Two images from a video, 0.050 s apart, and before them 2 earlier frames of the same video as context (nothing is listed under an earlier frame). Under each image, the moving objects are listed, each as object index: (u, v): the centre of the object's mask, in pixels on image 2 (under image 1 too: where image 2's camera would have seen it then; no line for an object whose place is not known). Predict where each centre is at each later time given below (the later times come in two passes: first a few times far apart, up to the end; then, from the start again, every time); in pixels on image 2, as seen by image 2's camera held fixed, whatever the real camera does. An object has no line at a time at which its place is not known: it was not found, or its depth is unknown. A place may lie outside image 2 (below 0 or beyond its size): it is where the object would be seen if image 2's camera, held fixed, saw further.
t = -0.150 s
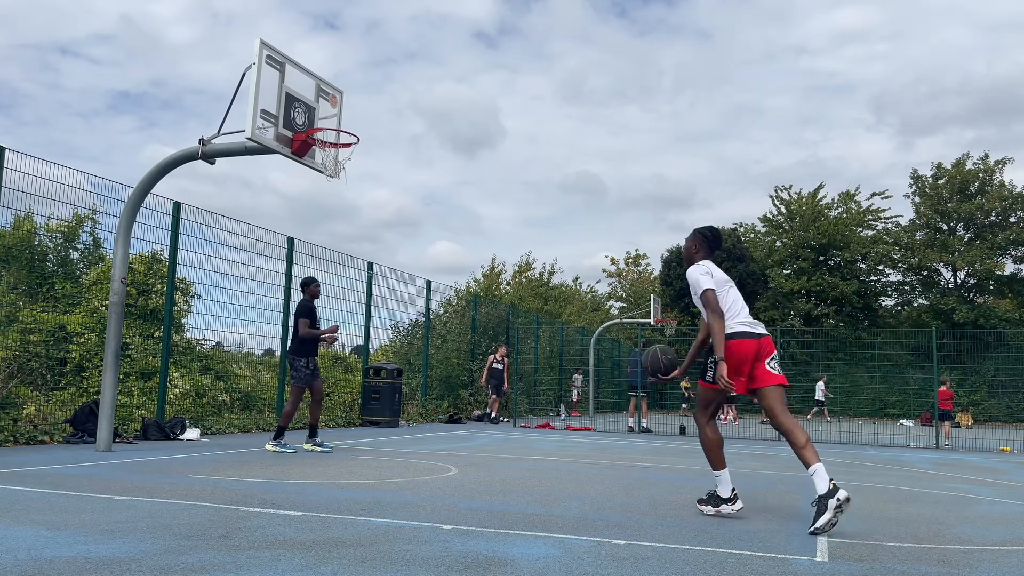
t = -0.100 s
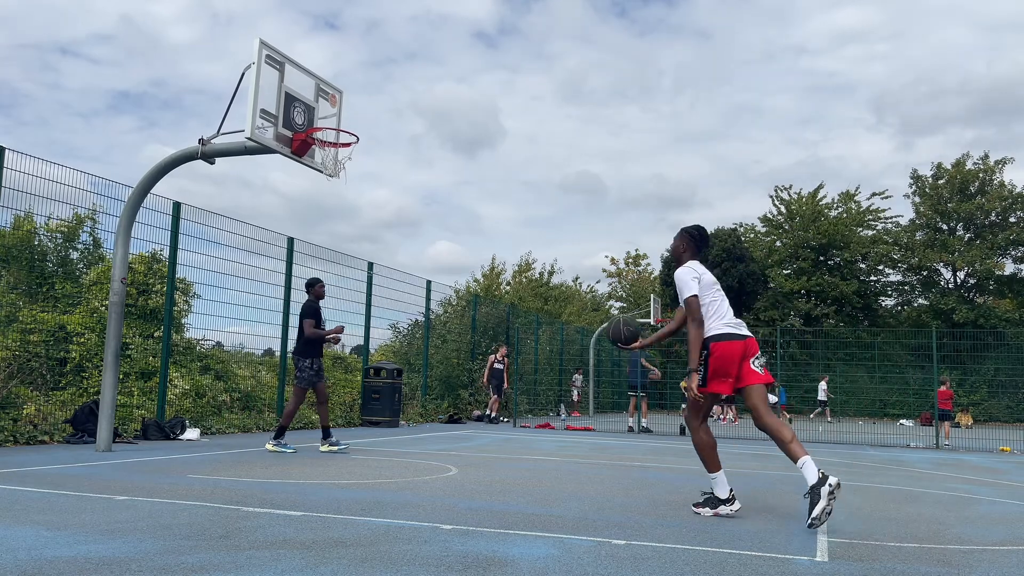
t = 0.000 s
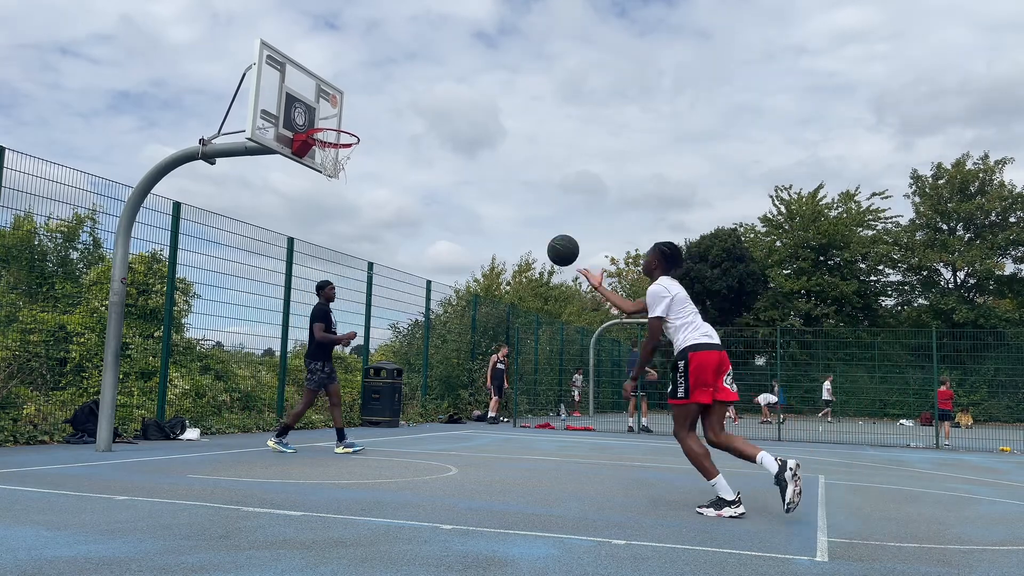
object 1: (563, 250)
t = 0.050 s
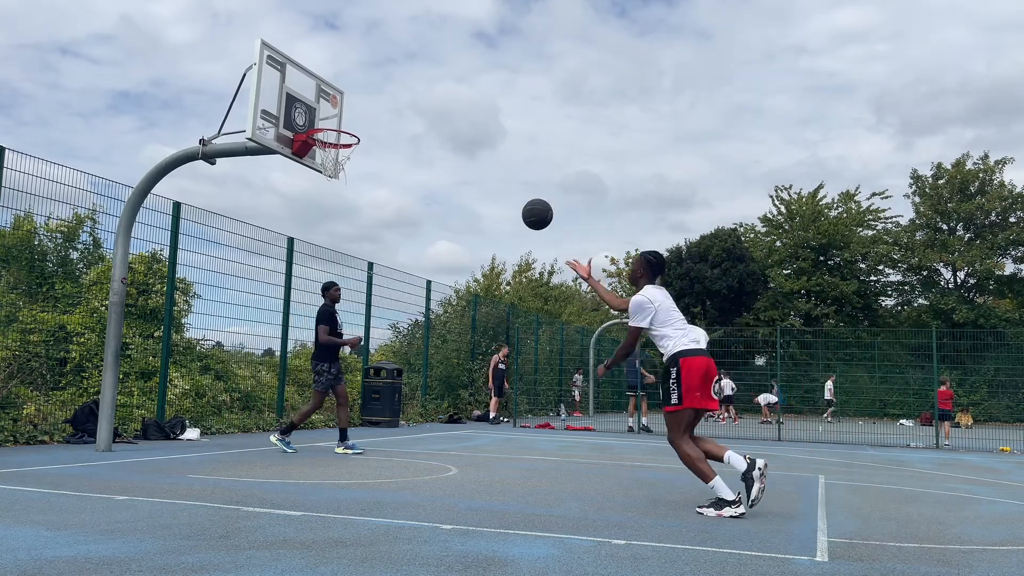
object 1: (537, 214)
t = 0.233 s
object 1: (452, 118)
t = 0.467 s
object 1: (358, 65)
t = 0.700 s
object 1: (309, 64)
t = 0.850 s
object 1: (352, 71)
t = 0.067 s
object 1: (529, 203)
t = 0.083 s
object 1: (521, 193)
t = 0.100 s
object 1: (513, 183)
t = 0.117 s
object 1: (505, 173)
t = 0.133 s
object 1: (497, 164)
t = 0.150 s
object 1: (489, 155)
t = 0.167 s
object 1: (482, 147)
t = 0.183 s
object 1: (474, 139)
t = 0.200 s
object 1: (467, 132)
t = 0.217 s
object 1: (459, 125)
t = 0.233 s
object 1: (452, 118)
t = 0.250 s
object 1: (445, 112)
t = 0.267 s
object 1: (438, 106)
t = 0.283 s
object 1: (431, 101)
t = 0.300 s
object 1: (424, 96)
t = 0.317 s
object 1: (417, 91)
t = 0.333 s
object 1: (410, 86)
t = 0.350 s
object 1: (403, 83)
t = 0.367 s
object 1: (397, 79)
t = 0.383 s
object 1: (390, 76)
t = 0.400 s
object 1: (384, 73)
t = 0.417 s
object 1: (377, 70)
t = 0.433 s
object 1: (371, 68)
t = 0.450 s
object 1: (365, 66)
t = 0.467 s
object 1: (358, 65)
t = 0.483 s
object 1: (352, 64)
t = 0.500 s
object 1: (346, 63)
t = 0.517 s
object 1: (340, 62)
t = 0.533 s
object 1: (334, 62)
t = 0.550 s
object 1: (328, 62)
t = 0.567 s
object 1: (322, 62)
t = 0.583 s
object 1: (317, 63)
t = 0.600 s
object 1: (311, 63)
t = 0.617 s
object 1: (305, 65)
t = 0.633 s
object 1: (300, 66)
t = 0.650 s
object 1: (295, 67)
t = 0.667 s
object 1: (299, 66)
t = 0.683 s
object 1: (304, 65)
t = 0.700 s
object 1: (309, 64)
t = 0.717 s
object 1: (314, 64)
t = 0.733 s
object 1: (318, 64)
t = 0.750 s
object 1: (323, 64)
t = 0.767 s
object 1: (328, 65)
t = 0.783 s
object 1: (333, 65)
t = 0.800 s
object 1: (337, 66)
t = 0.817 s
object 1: (342, 68)
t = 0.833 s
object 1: (347, 69)
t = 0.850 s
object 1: (352, 71)
